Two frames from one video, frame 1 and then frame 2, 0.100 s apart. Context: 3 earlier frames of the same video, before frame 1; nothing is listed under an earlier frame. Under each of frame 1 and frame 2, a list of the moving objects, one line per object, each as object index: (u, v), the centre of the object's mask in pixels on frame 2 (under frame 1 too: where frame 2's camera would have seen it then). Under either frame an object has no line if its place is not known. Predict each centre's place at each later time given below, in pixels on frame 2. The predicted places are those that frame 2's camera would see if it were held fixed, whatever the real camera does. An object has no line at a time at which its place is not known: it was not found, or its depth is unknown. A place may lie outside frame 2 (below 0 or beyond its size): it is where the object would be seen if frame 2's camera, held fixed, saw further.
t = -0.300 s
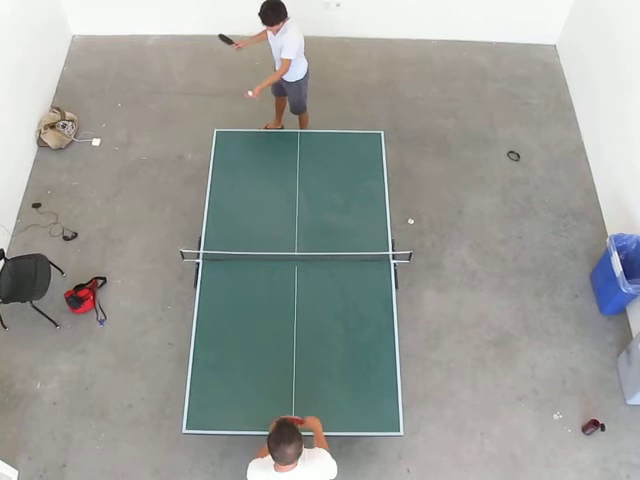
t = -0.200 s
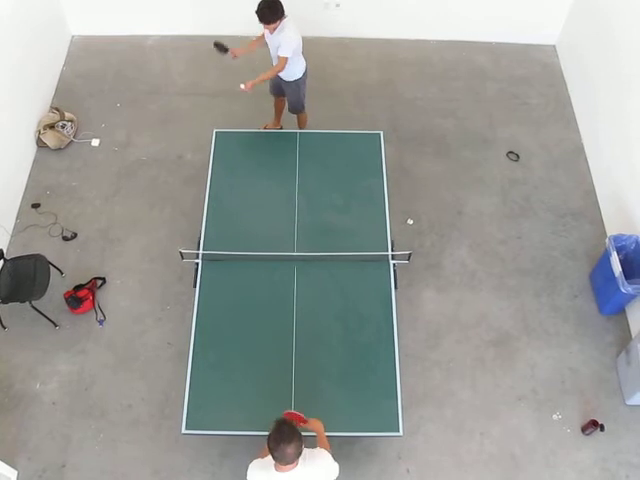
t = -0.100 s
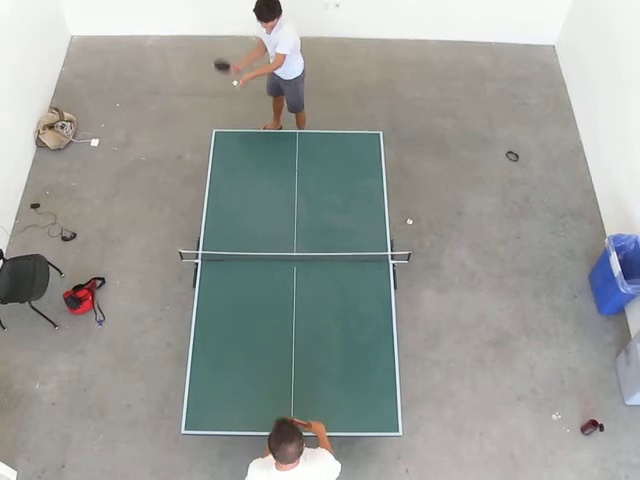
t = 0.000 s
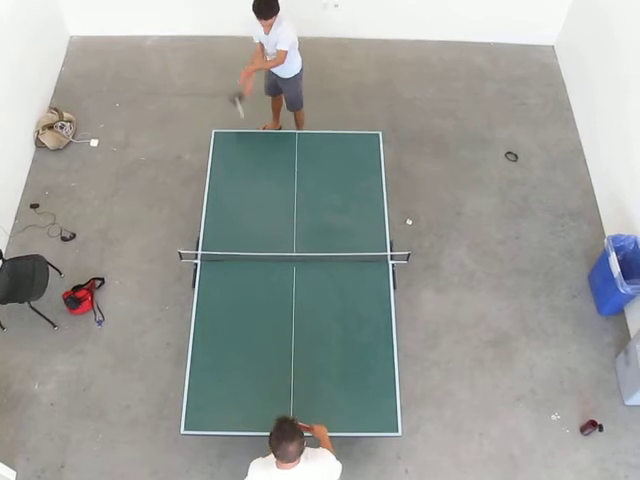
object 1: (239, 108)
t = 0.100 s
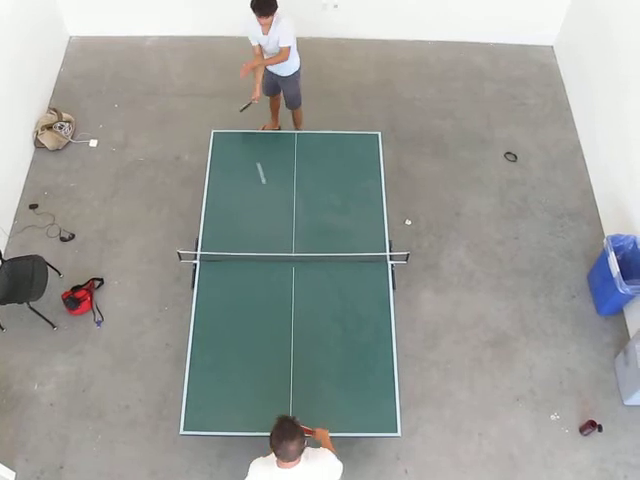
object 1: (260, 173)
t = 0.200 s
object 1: (278, 210)
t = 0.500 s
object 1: (329, 358)
